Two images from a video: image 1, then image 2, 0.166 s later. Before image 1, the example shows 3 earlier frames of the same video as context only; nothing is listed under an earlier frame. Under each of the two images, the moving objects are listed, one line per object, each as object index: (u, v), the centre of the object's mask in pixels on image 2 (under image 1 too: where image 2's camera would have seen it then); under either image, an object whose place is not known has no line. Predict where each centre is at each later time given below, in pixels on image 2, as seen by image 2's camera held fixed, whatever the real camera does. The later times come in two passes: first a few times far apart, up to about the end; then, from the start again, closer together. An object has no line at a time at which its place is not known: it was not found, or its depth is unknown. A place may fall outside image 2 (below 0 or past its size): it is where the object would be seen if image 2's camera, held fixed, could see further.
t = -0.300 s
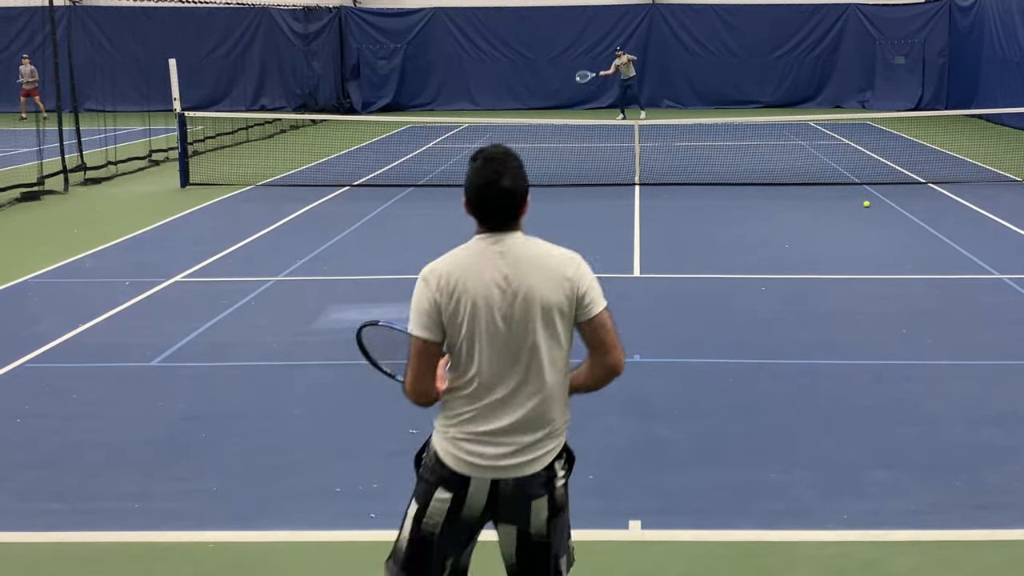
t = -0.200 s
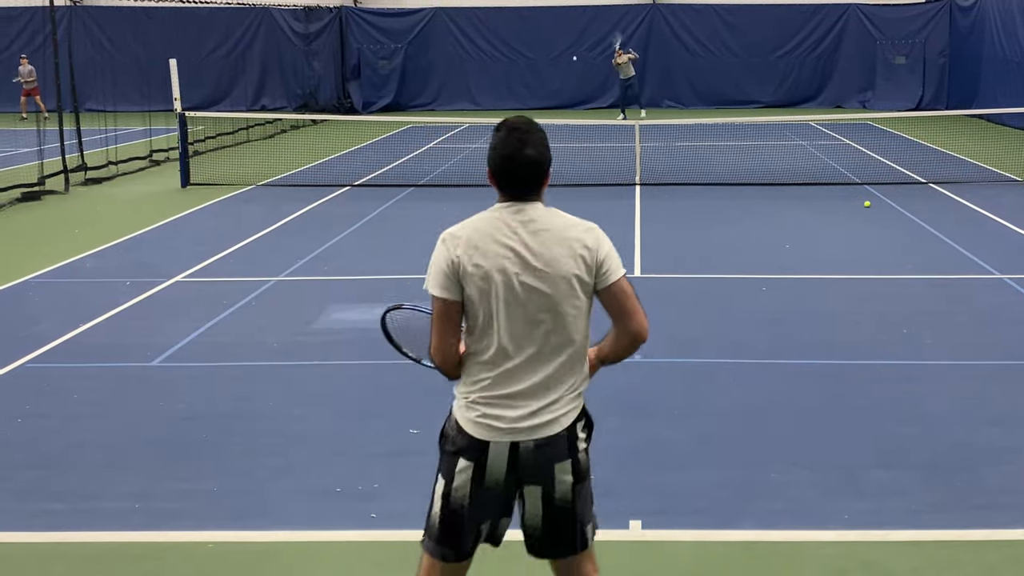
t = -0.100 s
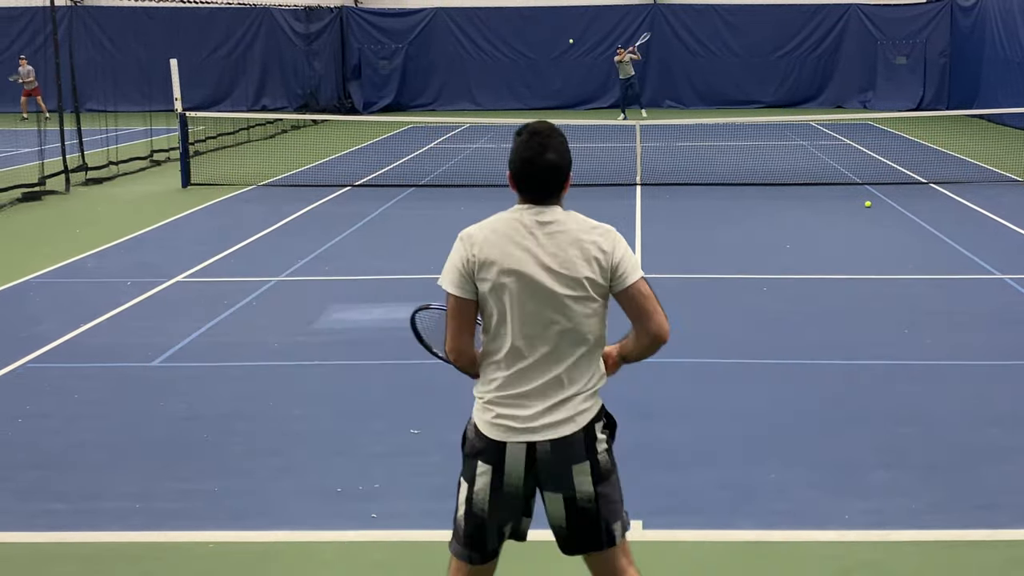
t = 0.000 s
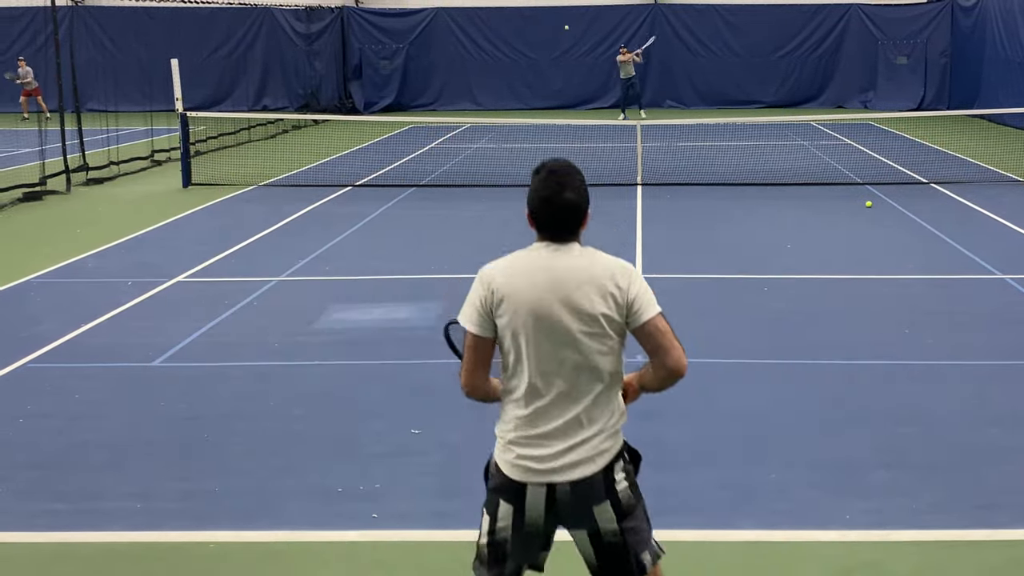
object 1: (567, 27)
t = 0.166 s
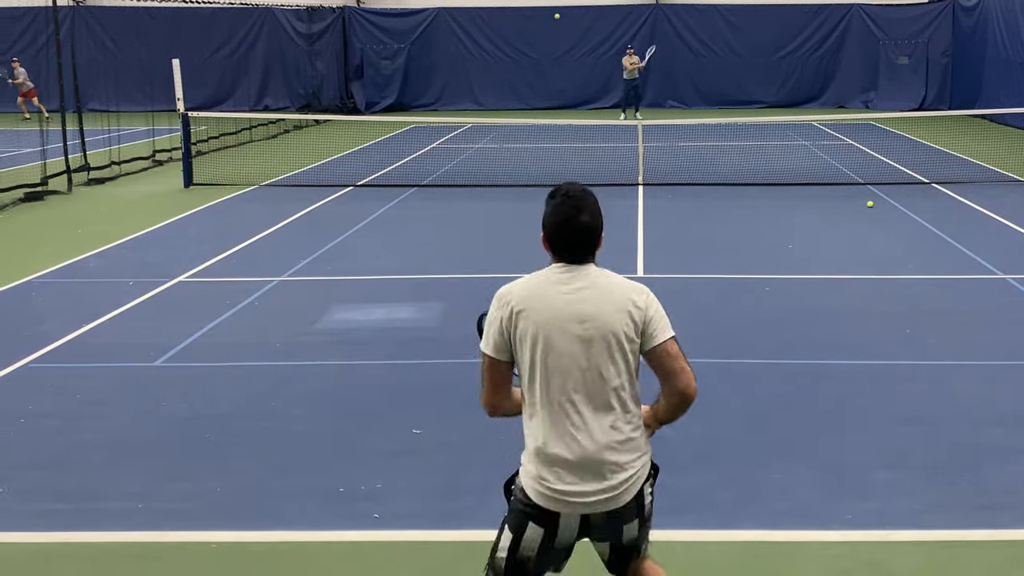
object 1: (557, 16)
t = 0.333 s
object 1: (544, 24)
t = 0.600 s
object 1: (510, 104)
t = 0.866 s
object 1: (442, 336)
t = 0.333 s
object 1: (544, 24)
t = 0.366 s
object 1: (541, 29)
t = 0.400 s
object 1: (537, 34)
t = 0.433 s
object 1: (534, 42)
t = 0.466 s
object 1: (530, 51)
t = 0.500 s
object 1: (525, 61)
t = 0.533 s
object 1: (521, 73)
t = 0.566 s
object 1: (516, 88)
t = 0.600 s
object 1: (510, 104)
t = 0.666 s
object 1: (497, 146)
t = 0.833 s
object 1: (452, 312)
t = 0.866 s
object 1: (442, 336)
